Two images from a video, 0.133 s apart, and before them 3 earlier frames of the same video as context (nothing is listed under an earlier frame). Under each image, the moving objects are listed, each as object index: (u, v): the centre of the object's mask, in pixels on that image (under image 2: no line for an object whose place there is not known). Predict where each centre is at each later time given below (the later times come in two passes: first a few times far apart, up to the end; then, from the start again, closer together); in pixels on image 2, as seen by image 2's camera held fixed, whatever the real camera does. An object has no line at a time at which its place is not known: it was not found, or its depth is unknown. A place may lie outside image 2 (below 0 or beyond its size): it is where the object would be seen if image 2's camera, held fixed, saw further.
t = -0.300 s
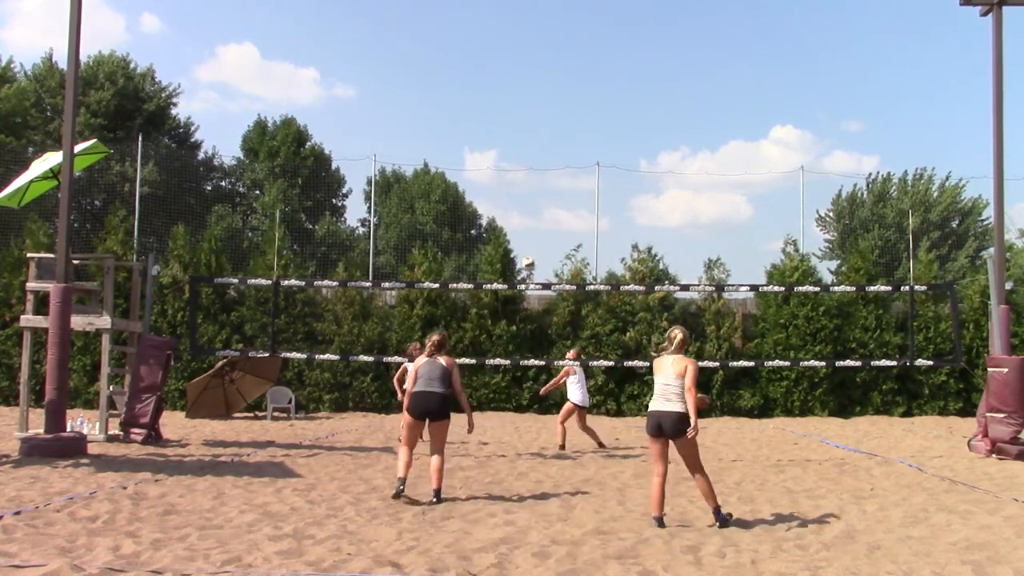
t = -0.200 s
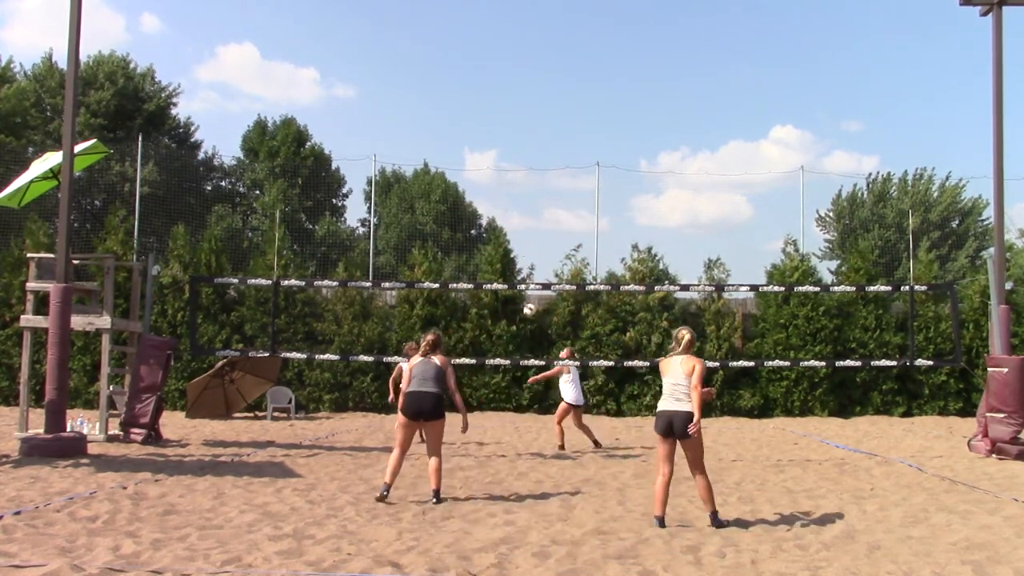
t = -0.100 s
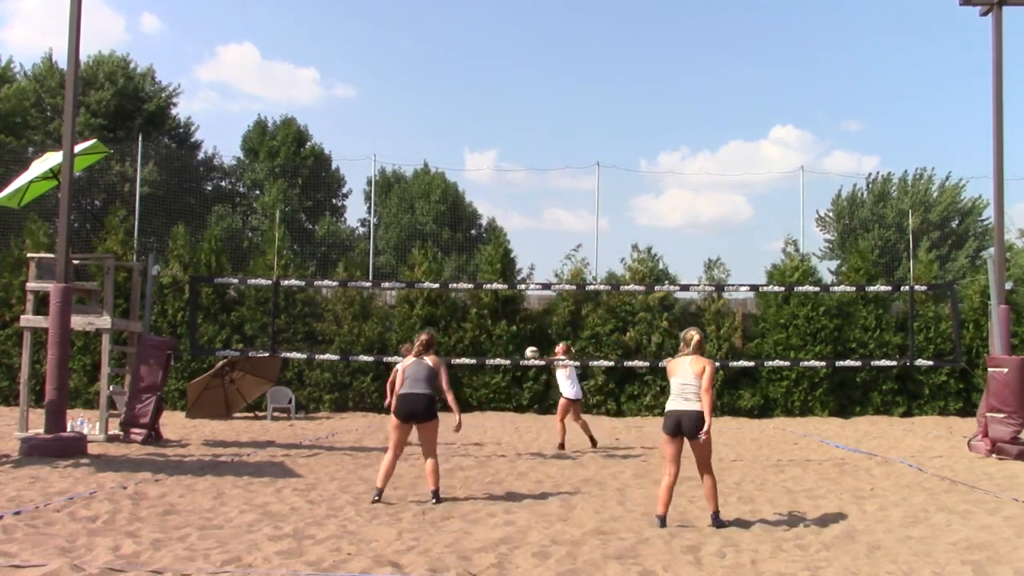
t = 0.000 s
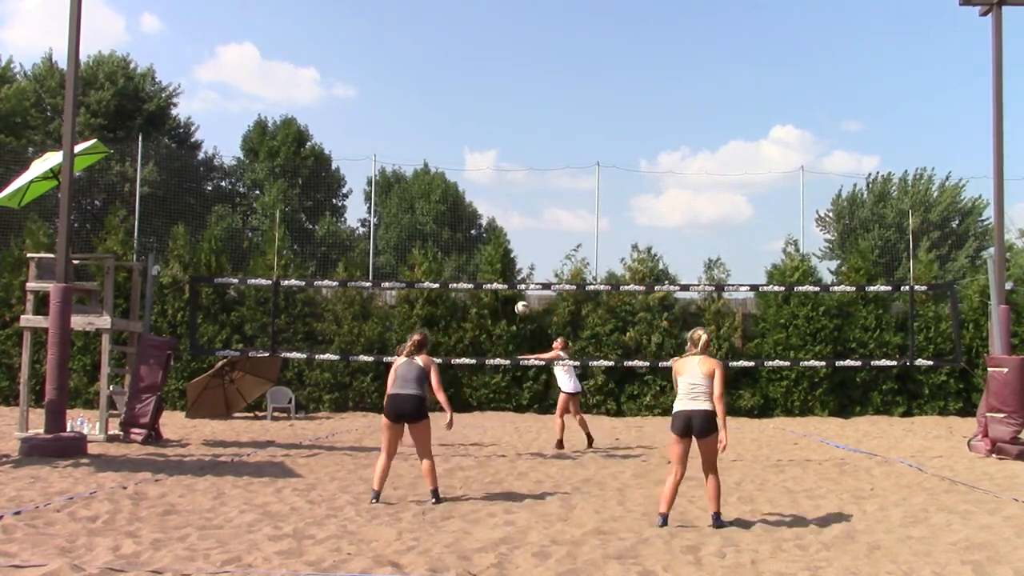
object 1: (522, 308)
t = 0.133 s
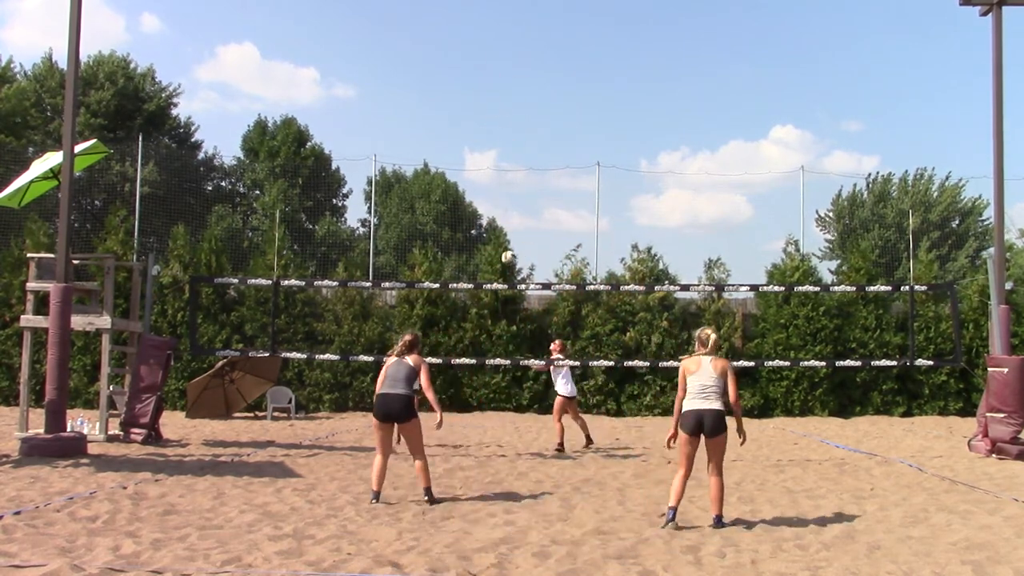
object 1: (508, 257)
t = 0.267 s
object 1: (494, 218)
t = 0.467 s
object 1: (473, 180)
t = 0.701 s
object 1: (447, 167)
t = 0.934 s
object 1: (419, 191)
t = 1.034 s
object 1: (407, 213)
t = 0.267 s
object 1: (494, 218)
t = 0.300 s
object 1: (491, 210)
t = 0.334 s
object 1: (488, 203)
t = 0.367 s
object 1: (484, 196)
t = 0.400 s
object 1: (481, 190)
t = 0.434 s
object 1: (477, 185)
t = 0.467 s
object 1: (473, 180)
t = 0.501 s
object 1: (470, 176)
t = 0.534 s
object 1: (466, 173)
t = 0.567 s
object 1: (462, 170)
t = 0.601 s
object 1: (459, 168)
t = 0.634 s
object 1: (455, 167)
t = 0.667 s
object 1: (451, 167)
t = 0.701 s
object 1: (447, 167)
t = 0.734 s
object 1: (444, 168)
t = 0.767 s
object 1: (440, 170)
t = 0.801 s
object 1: (436, 173)
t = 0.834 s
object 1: (431, 175)
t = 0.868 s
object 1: (427, 180)
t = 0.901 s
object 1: (423, 185)
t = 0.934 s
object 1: (419, 191)
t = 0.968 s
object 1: (415, 197)
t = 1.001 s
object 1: (411, 205)
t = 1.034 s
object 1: (407, 213)
